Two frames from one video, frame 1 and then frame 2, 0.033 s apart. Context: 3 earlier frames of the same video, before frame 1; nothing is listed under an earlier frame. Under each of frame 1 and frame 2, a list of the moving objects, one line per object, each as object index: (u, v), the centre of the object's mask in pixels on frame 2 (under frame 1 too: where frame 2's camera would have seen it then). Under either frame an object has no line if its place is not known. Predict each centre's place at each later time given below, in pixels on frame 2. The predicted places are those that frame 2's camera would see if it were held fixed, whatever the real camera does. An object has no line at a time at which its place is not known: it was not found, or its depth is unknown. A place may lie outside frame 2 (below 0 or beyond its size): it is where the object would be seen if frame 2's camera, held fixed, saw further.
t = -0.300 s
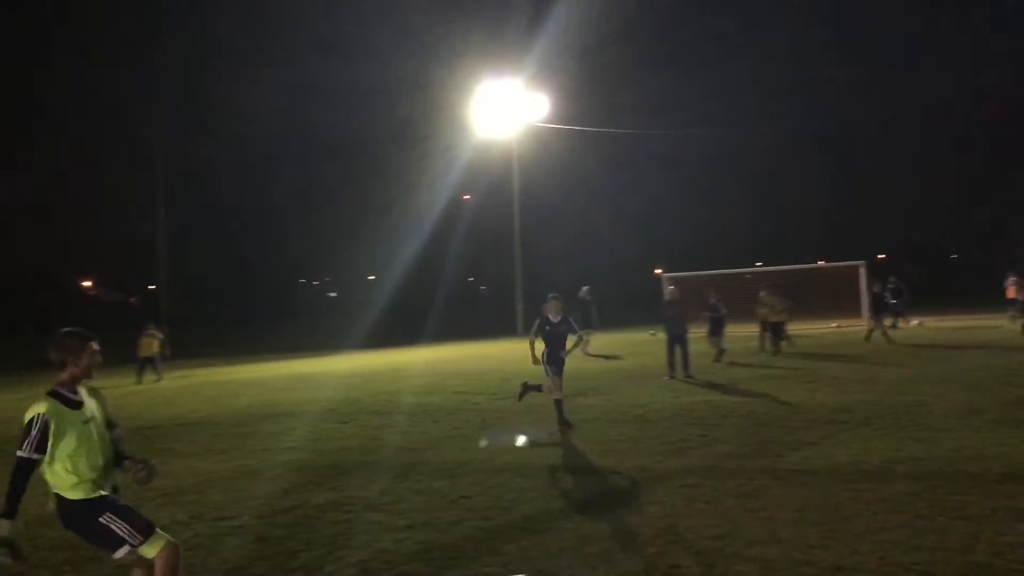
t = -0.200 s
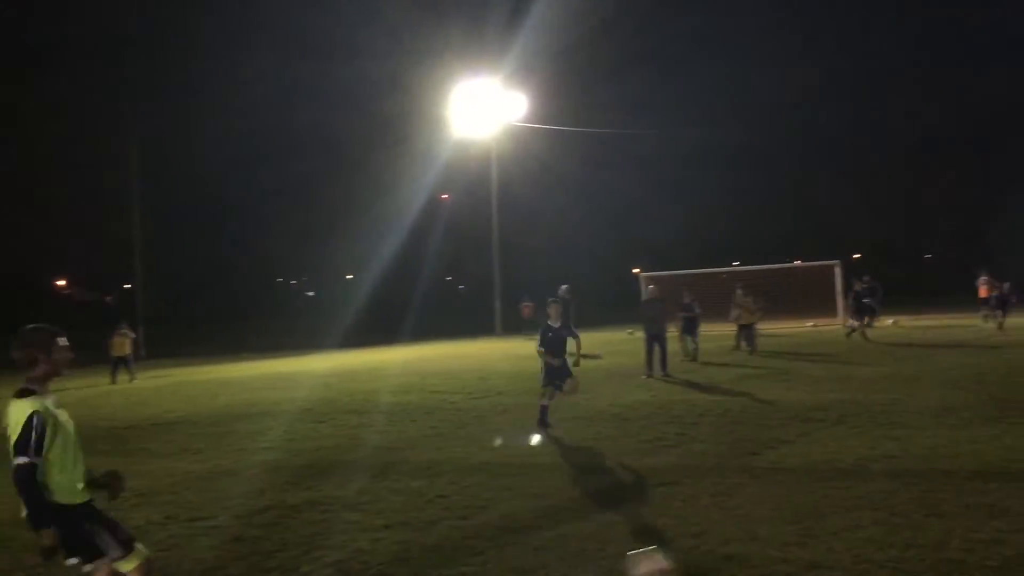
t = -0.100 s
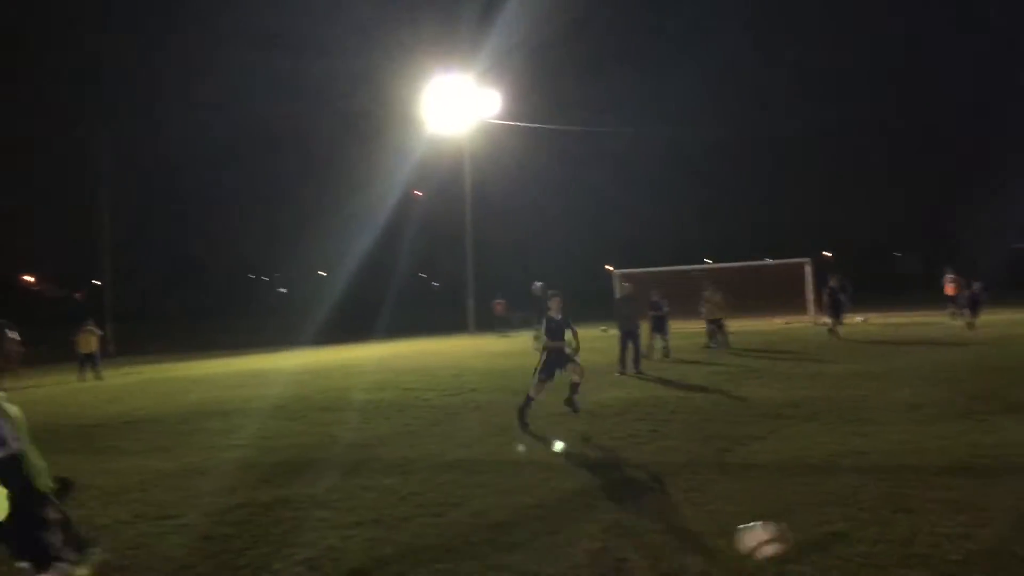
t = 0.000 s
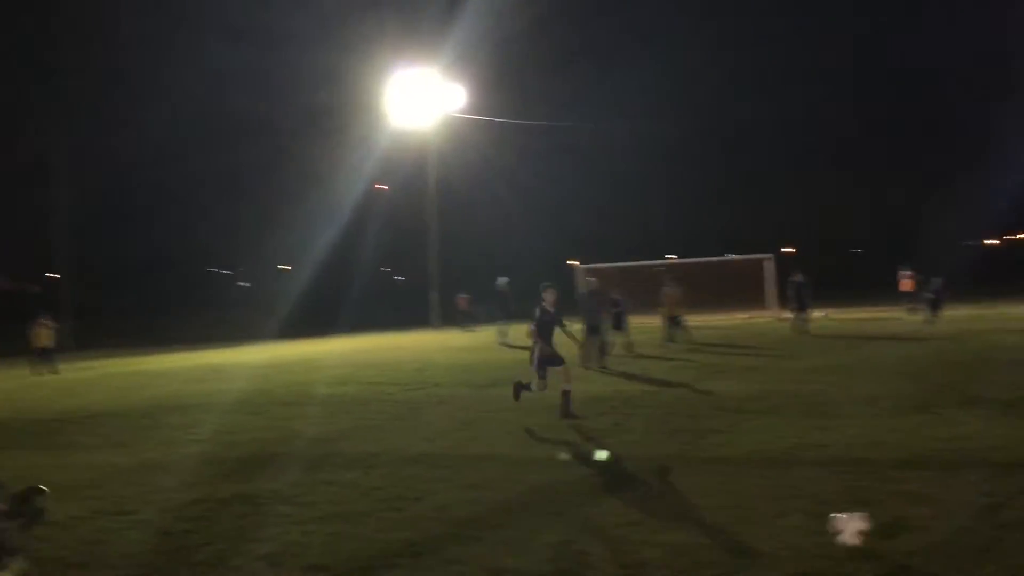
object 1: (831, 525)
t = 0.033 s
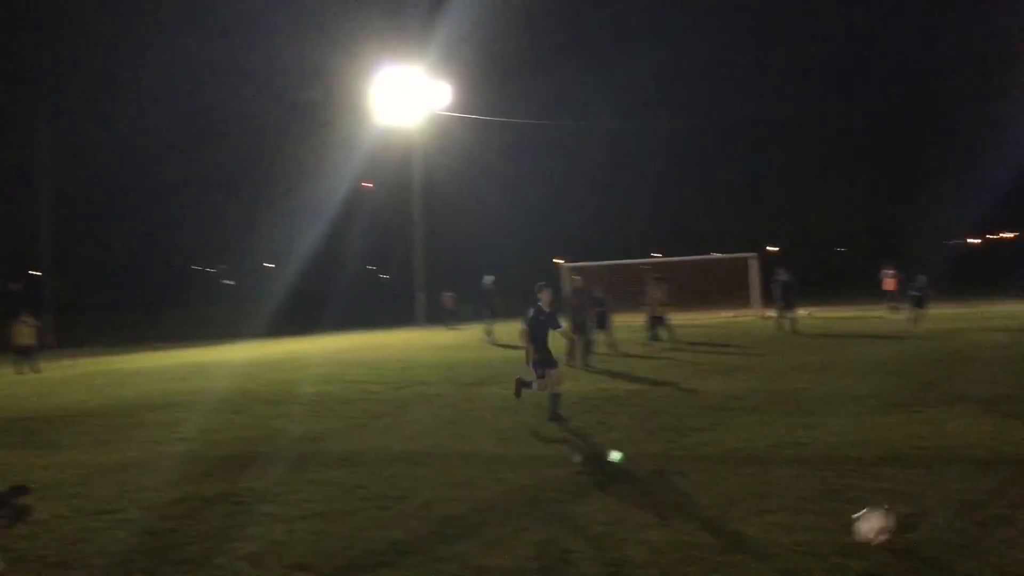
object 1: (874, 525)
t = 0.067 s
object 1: (909, 518)
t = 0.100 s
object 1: (943, 512)
